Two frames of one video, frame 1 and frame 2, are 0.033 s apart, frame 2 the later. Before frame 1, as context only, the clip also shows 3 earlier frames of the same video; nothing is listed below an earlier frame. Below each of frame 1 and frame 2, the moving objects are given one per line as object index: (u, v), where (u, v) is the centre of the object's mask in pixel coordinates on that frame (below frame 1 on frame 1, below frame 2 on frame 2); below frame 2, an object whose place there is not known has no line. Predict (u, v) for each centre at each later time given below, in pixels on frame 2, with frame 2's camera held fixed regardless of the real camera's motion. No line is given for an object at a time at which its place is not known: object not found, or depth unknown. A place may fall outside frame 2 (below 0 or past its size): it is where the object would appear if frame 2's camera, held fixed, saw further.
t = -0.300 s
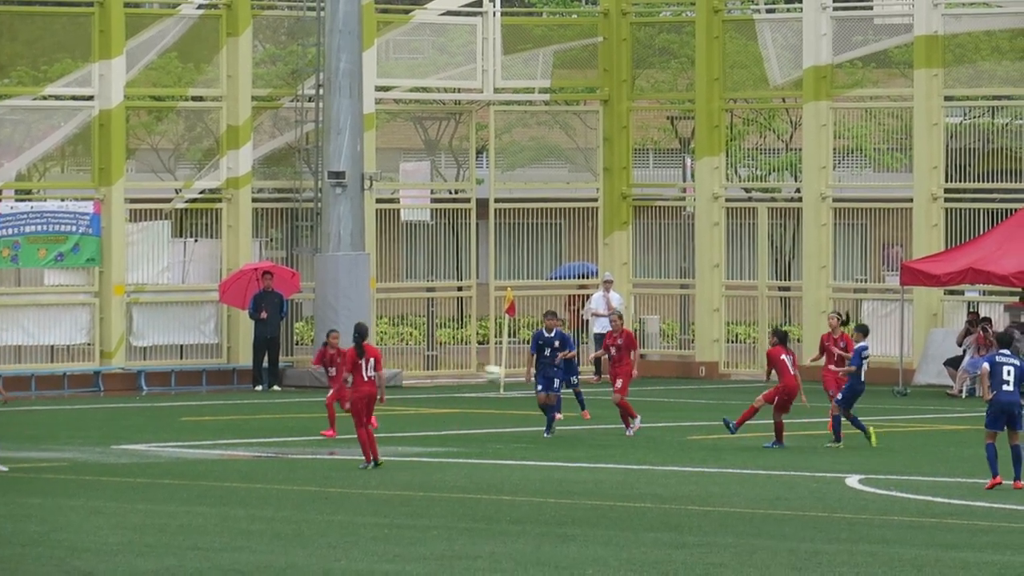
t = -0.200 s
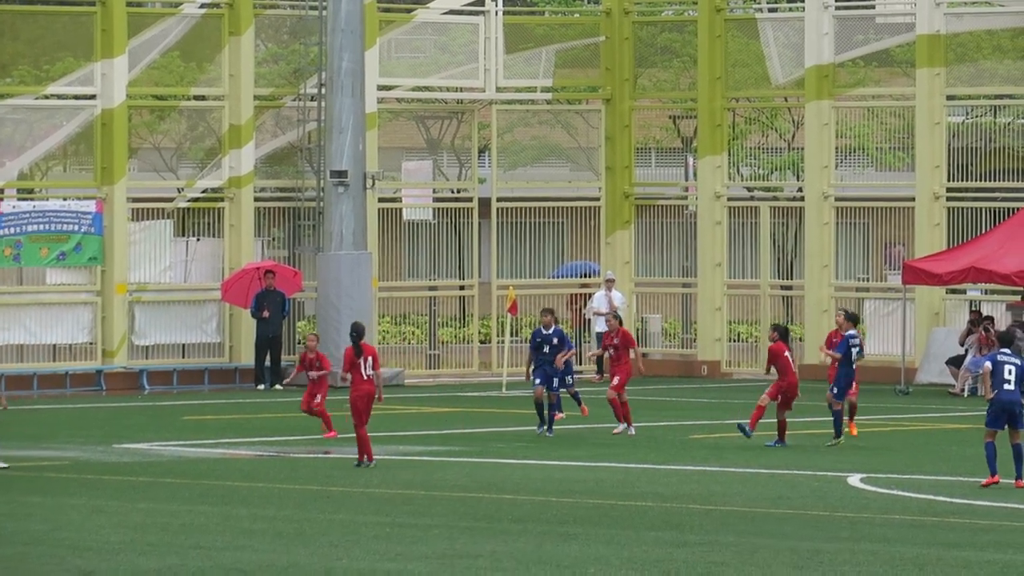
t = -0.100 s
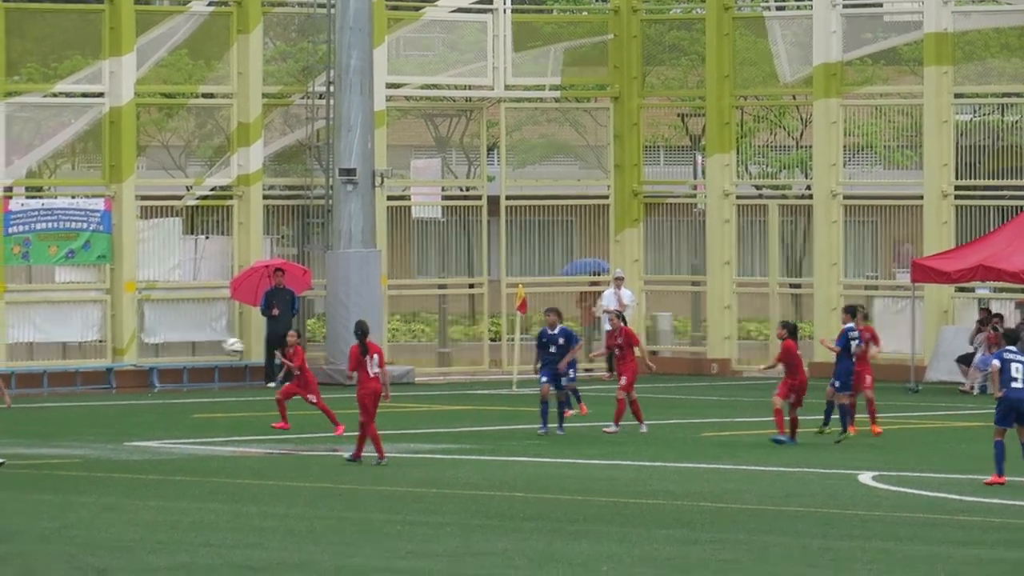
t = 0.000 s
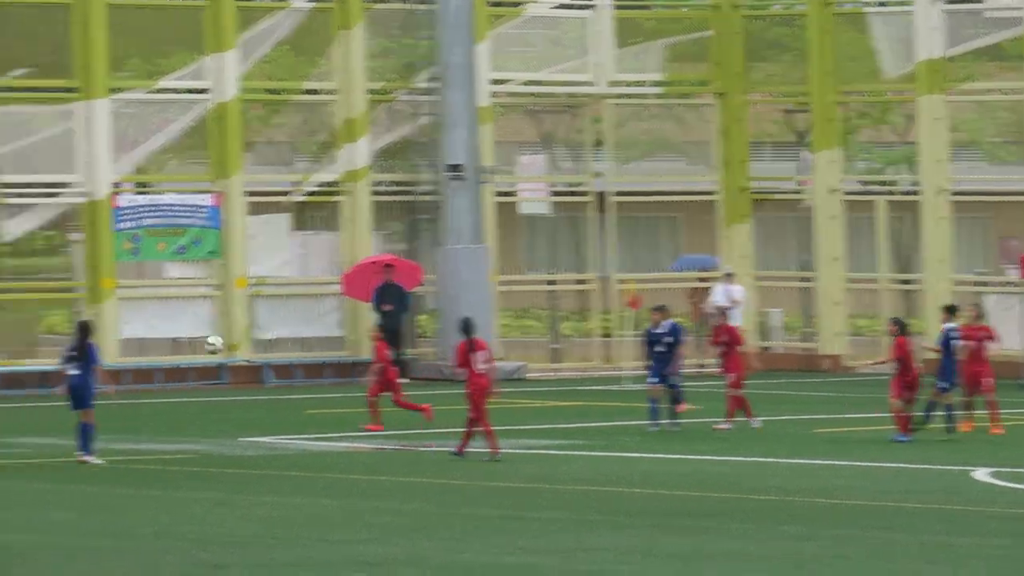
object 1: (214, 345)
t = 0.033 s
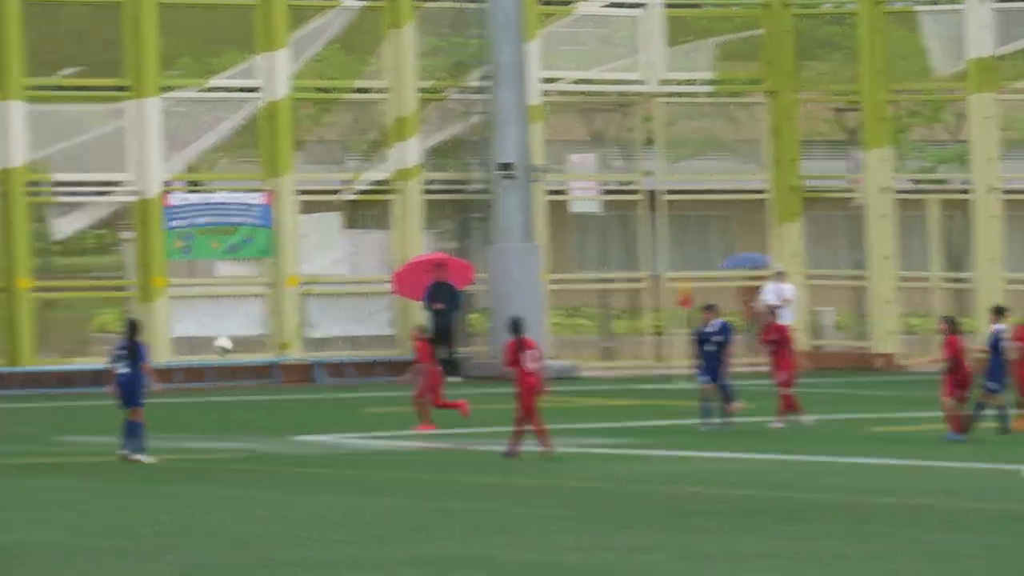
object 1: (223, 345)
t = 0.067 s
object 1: (180, 350)
